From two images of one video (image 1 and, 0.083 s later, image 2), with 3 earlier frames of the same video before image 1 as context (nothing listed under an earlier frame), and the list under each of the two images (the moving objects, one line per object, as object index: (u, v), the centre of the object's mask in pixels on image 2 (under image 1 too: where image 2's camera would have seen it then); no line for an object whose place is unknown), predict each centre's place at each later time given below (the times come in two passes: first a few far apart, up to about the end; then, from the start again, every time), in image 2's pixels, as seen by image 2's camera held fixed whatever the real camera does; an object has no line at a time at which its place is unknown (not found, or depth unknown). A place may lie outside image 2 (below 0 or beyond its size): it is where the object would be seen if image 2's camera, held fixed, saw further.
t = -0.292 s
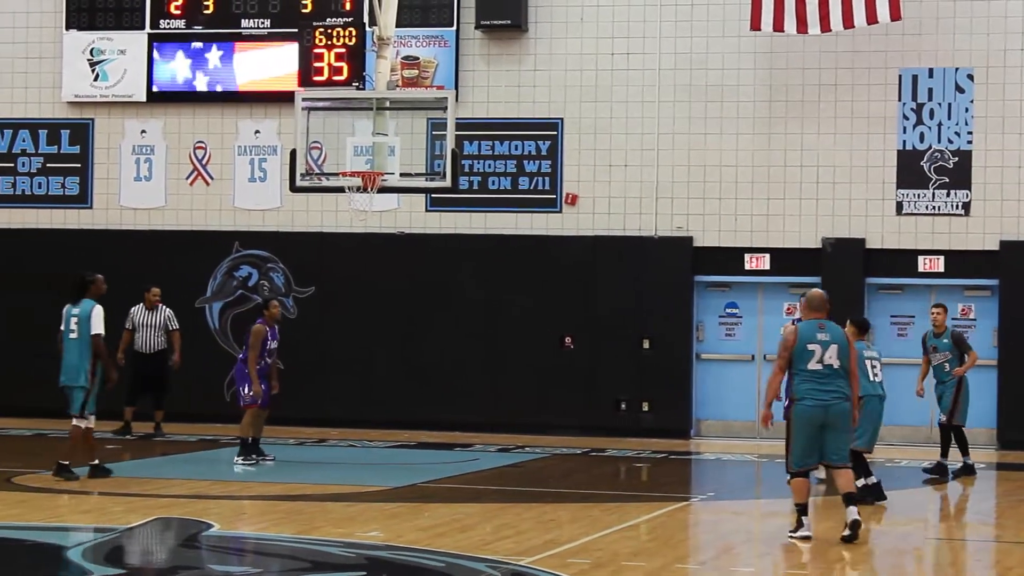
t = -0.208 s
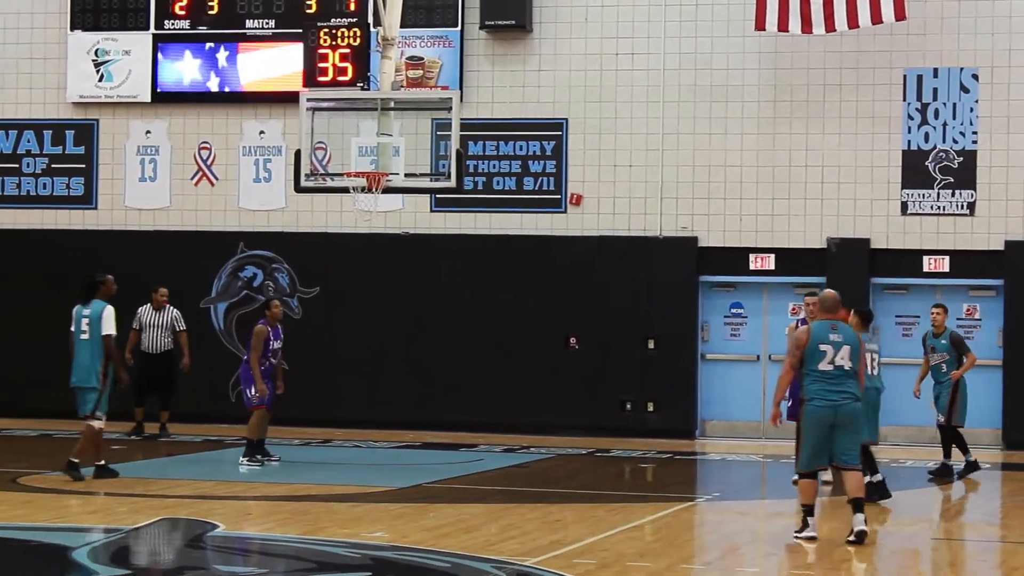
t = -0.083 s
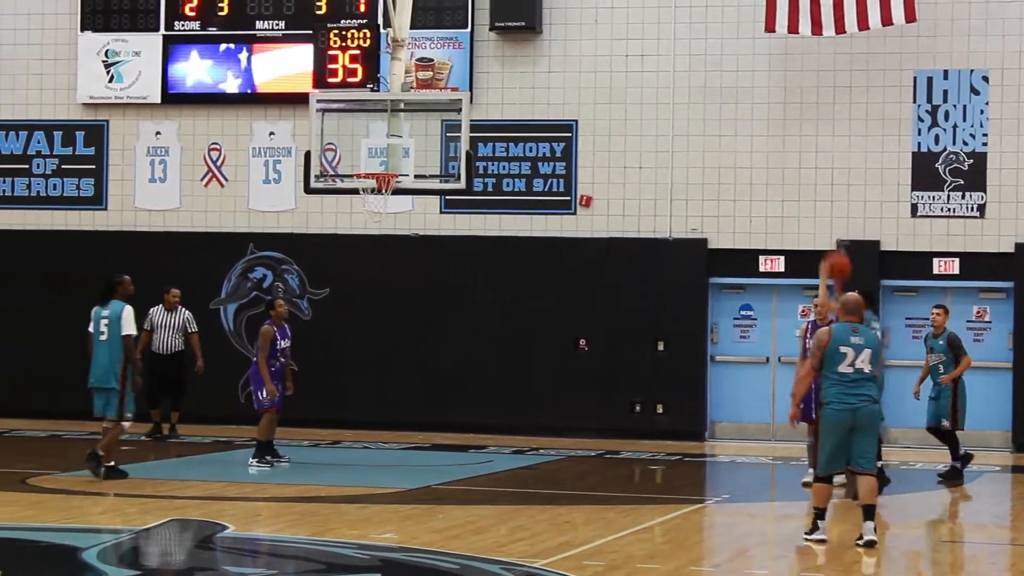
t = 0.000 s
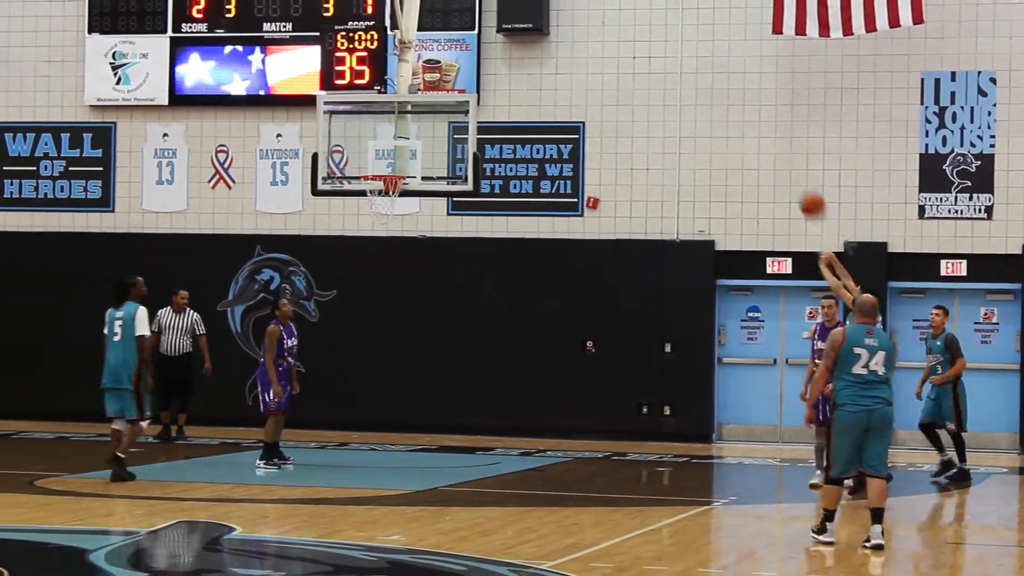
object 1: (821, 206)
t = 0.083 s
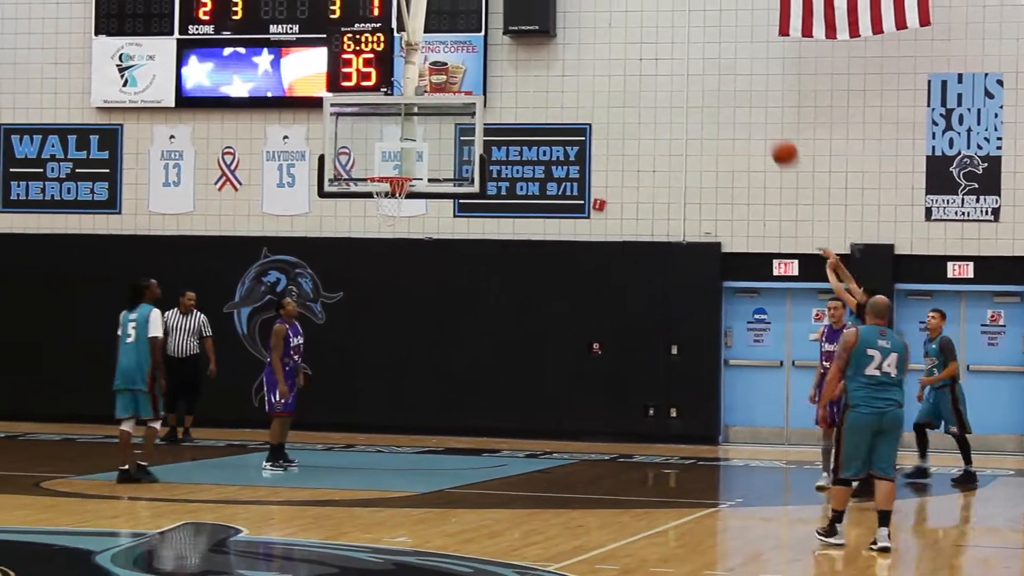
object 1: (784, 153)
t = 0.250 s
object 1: (718, 71)
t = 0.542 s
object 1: (612, 3)
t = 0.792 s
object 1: (530, 12)
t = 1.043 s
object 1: (451, 78)
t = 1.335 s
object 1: (370, 205)
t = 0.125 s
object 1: (767, 129)
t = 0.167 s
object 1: (750, 108)
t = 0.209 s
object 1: (734, 88)
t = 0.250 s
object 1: (718, 71)
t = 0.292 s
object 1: (703, 56)
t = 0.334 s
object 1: (686, 42)
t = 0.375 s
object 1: (671, 30)
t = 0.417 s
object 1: (656, 21)
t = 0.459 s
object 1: (641, 13)
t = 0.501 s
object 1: (626, 8)
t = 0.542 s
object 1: (612, 3)
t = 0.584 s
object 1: (598, 1)
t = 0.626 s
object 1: (585, 0)
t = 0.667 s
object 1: (571, 0)
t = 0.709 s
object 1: (554, 2)
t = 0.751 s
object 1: (543, 6)
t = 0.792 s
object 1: (530, 12)
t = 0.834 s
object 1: (516, 19)
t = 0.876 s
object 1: (501, 28)
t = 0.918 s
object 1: (488, 38)
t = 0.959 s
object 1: (477, 50)
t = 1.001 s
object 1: (463, 63)
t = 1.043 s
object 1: (451, 78)
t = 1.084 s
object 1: (434, 94)
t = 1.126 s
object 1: (424, 111)
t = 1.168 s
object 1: (411, 130)
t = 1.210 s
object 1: (399, 149)
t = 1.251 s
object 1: (386, 170)
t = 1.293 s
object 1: (375, 194)
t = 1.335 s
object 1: (370, 205)
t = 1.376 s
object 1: (367, 213)
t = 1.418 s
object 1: (368, 223)
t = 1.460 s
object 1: (366, 234)
